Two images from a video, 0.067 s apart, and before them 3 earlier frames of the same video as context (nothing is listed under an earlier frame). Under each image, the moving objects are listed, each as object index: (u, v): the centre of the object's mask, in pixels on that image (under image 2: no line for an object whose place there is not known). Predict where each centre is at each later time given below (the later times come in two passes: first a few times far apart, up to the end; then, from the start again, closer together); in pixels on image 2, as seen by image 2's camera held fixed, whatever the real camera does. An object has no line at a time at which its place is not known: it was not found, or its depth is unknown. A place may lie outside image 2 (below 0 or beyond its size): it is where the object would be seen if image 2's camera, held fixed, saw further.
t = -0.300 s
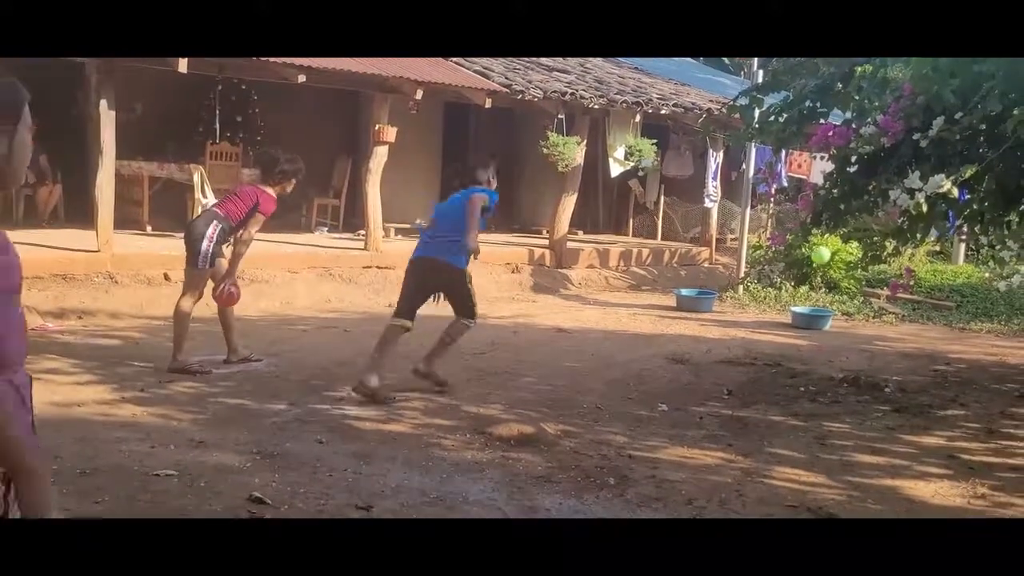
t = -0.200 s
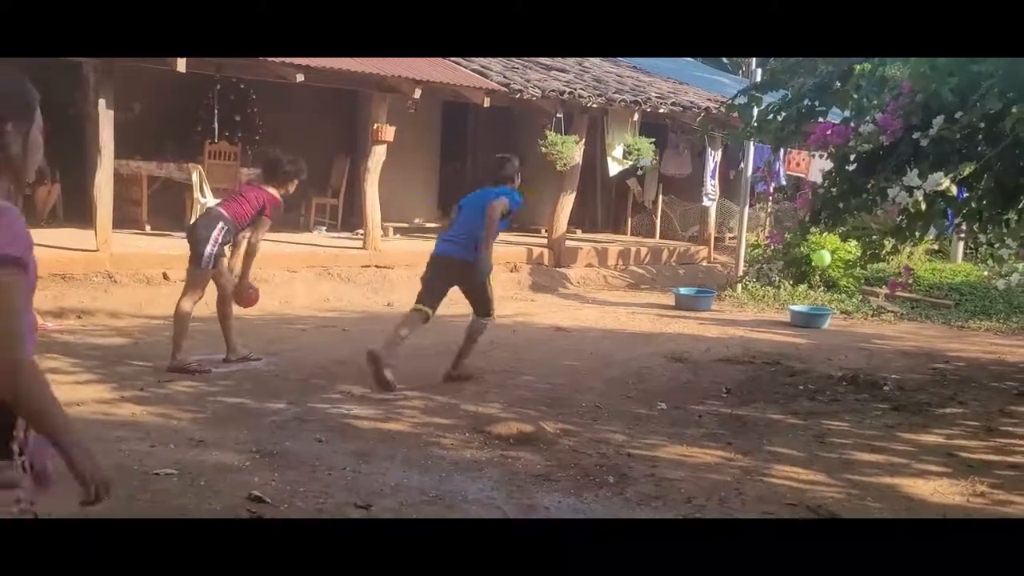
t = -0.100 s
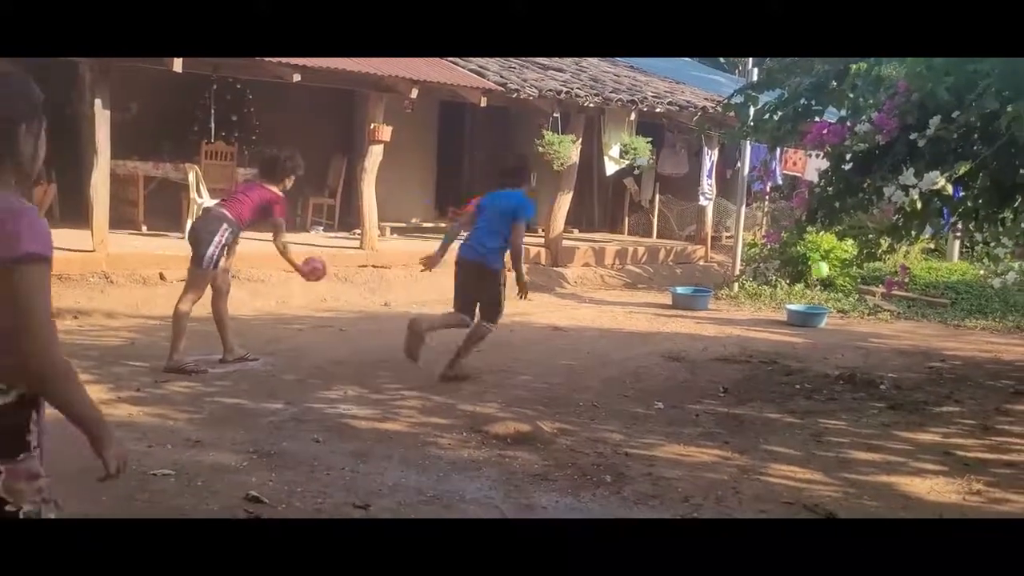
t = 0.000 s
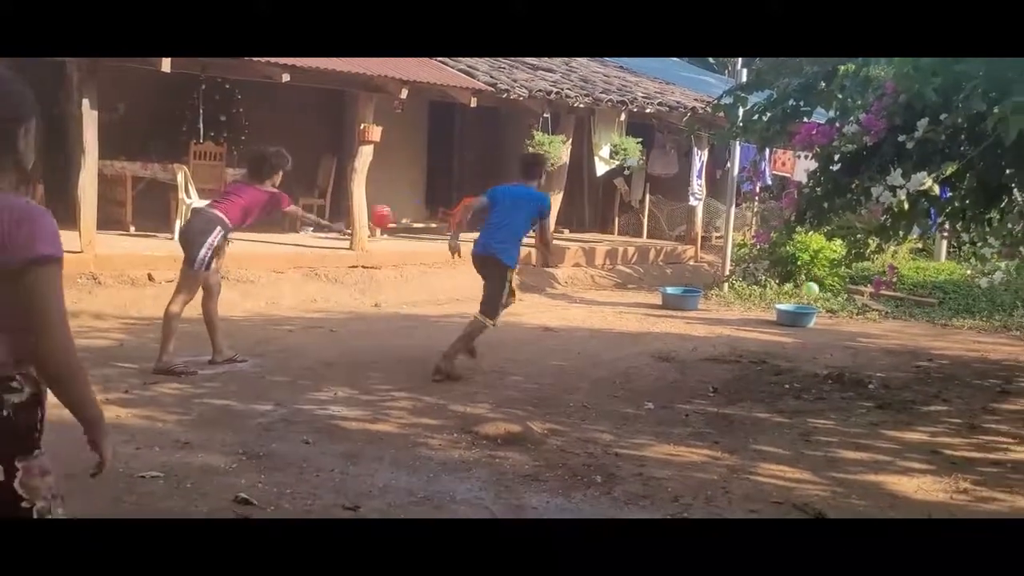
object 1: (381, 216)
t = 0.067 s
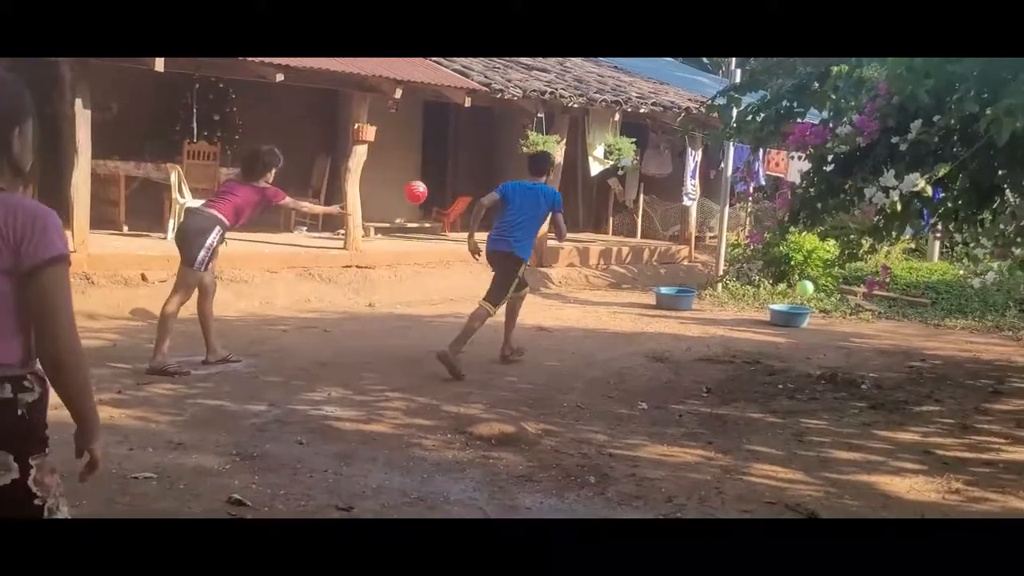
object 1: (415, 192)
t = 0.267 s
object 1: (506, 167)
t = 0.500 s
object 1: (580, 192)
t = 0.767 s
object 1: (632, 273)
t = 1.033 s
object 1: (656, 250)
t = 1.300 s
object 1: (673, 247)
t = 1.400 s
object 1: (680, 260)
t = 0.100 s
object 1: (433, 184)
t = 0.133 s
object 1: (450, 178)
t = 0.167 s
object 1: (465, 172)
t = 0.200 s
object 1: (480, 169)
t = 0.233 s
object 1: (494, 167)
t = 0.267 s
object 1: (506, 167)
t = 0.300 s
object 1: (519, 167)
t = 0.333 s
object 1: (531, 168)
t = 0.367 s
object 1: (542, 172)
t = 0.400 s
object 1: (551, 175)
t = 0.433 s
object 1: (563, 179)
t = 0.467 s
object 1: (572, 186)
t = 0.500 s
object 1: (580, 192)
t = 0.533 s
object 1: (588, 200)
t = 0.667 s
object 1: (616, 238)
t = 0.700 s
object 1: (621, 253)
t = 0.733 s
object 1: (626, 261)
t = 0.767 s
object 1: (632, 273)
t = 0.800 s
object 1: (638, 286)
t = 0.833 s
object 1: (640, 293)
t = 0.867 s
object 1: (643, 283)
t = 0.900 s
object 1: (646, 275)
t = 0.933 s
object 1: (649, 269)
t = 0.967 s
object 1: (652, 261)
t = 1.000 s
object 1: (655, 255)
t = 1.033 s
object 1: (656, 250)
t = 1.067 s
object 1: (659, 246)
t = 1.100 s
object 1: (662, 244)
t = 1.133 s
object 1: (664, 243)
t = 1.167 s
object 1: (666, 243)
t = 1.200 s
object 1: (669, 242)
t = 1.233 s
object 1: (670, 242)
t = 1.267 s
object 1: (672, 243)
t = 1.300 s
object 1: (673, 247)
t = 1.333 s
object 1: (674, 251)
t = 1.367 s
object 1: (675, 255)
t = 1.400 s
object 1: (680, 260)
